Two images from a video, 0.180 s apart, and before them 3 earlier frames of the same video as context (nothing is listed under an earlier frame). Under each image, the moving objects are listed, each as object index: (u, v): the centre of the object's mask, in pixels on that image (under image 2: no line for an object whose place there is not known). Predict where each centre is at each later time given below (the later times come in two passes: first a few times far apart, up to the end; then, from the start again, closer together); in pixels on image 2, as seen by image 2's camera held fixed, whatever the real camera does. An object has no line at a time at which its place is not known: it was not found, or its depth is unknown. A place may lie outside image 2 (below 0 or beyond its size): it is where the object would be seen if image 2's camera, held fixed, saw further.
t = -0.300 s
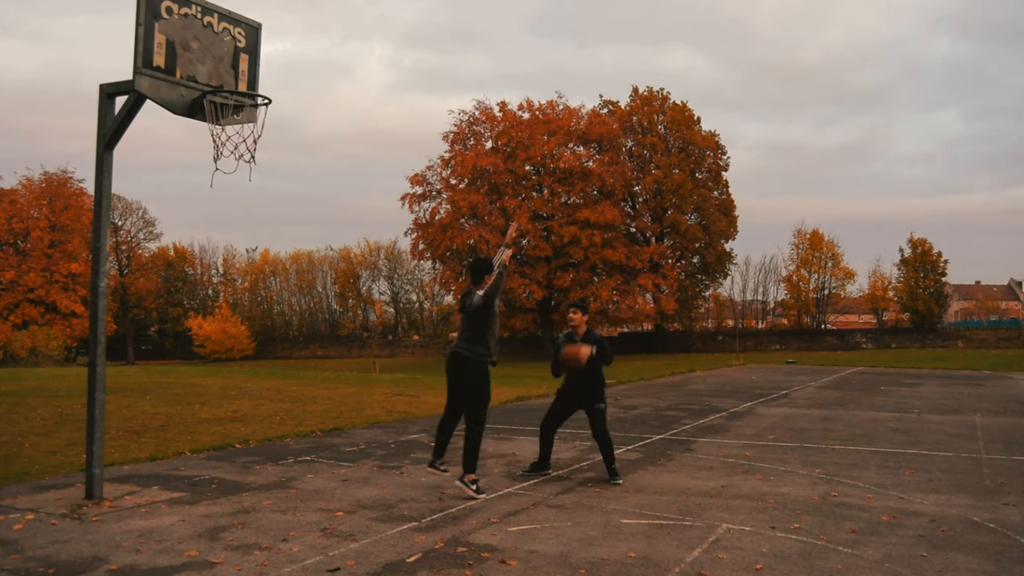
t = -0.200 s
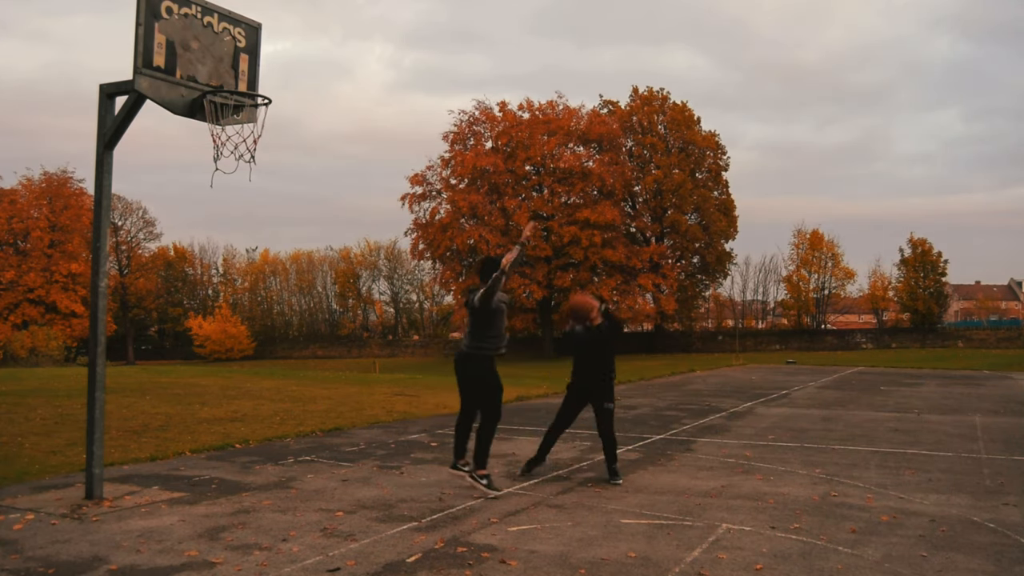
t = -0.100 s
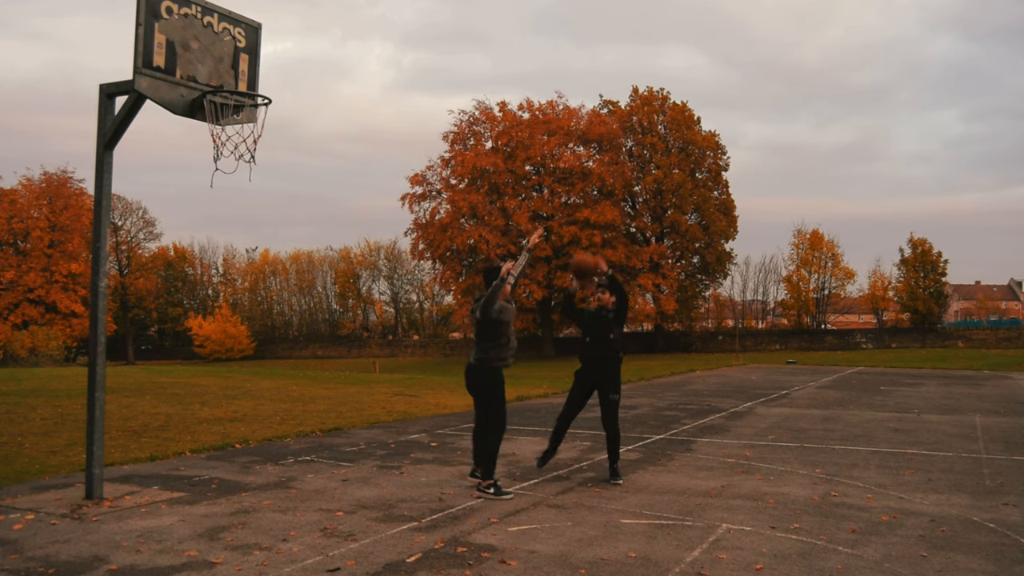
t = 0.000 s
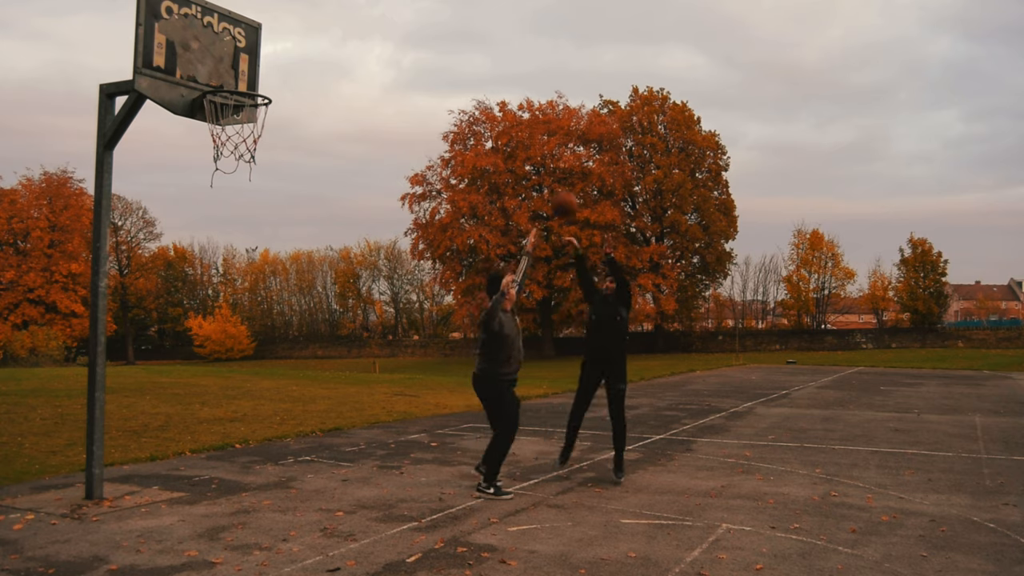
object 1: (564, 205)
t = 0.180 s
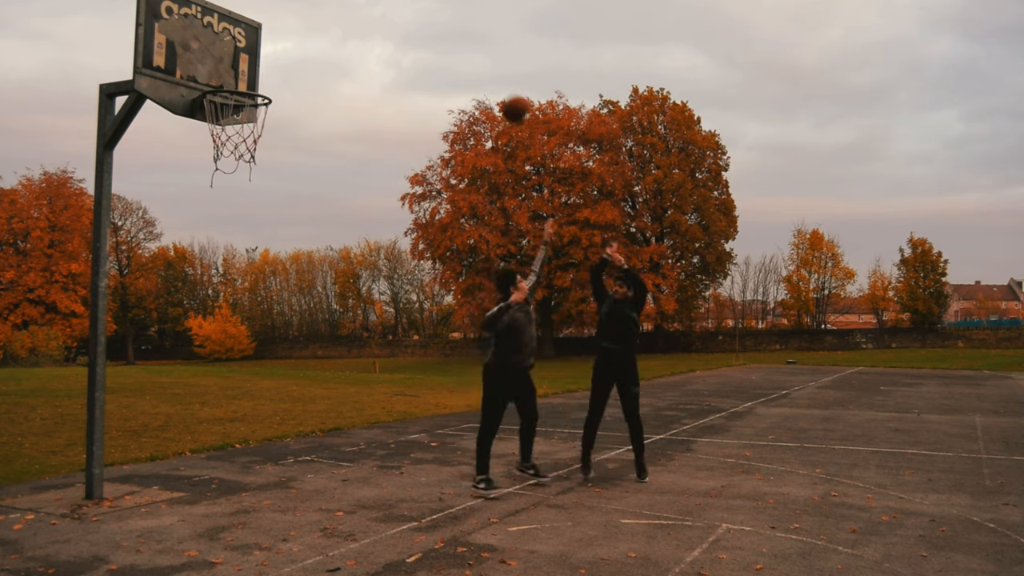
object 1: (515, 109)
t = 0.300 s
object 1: (480, 61)
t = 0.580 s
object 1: (391, 11)
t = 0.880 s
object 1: (278, 58)
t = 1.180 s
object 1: (196, 135)
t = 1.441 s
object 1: (223, 164)
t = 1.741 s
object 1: (266, 282)
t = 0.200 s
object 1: (510, 100)
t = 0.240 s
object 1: (498, 83)
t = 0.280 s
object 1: (486, 68)
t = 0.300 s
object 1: (480, 61)
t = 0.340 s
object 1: (468, 48)
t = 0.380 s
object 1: (456, 37)
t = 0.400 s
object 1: (450, 33)
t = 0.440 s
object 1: (437, 24)
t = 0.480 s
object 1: (424, 17)
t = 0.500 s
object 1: (418, 15)
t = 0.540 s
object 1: (404, 12)
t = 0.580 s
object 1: (391, 11)
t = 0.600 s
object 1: (384, 11)
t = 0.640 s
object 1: (370, 11)
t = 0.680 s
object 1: (355, 13)
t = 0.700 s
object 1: (348, 14)
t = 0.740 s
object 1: (333, 19)
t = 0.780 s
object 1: (318, 27)
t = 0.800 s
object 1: (310, 32)
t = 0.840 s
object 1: (294, 43)
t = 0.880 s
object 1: (278, 58)
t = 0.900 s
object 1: (270, 65)
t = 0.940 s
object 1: (252, 80)
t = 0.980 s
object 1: (237, 98)
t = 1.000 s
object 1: (231, 106)
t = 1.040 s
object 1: (216, 117)
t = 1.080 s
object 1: (206, 126)
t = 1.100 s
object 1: (203, 127)
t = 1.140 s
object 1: (199, 131)
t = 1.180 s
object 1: (196, 135)
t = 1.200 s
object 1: (195, 136)
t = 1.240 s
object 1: (198, 139)
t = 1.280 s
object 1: (202, 141)
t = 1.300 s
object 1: (204, 143)
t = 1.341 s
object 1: (209, 147)
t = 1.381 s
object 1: (214, 154)
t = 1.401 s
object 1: (218, 157)
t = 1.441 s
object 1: (223, 164)
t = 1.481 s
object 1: (229, 173)
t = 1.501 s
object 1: (232, 178)
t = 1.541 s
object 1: (238, 190)
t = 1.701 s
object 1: (261, 260)
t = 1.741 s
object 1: (266, 282)
